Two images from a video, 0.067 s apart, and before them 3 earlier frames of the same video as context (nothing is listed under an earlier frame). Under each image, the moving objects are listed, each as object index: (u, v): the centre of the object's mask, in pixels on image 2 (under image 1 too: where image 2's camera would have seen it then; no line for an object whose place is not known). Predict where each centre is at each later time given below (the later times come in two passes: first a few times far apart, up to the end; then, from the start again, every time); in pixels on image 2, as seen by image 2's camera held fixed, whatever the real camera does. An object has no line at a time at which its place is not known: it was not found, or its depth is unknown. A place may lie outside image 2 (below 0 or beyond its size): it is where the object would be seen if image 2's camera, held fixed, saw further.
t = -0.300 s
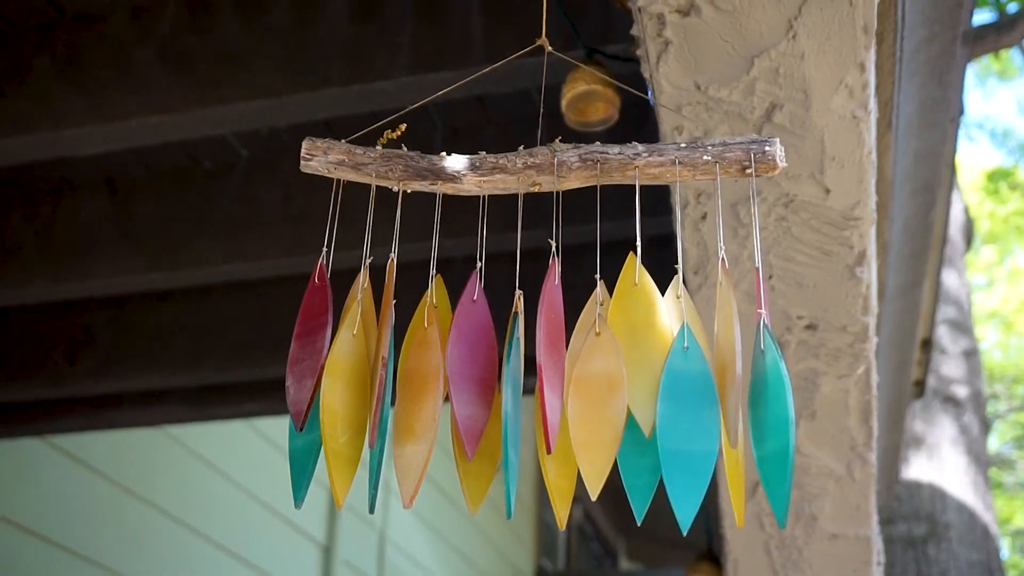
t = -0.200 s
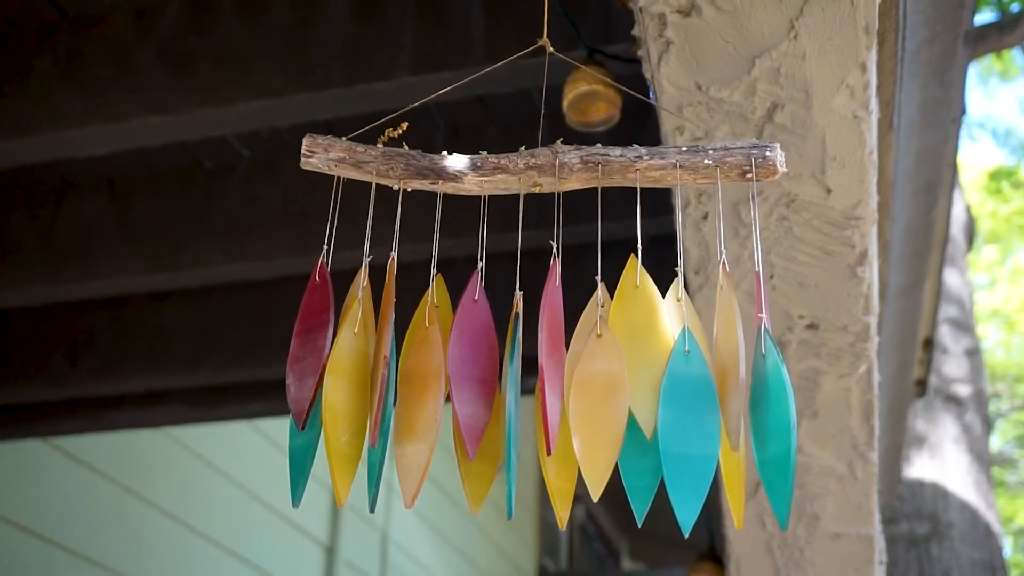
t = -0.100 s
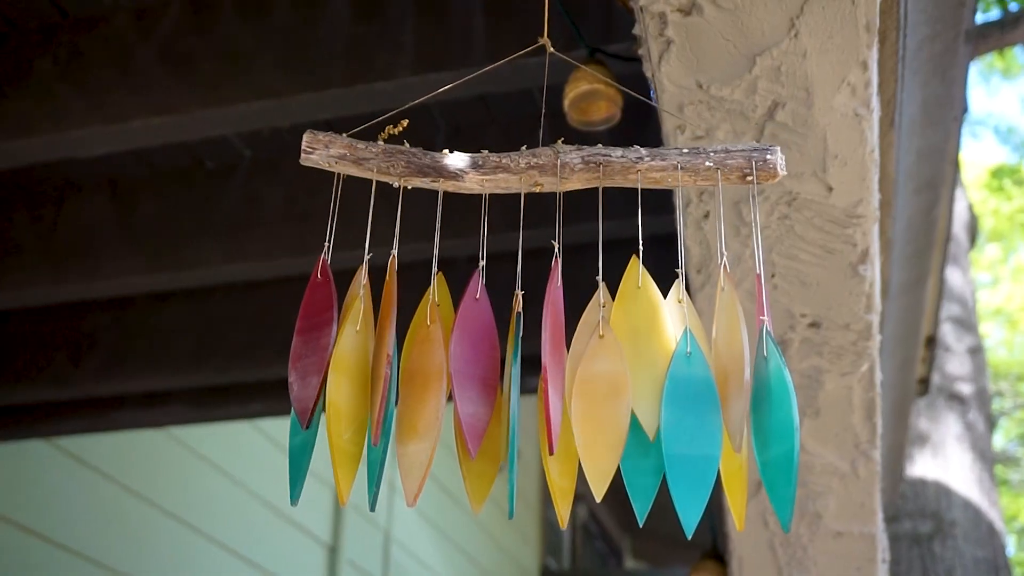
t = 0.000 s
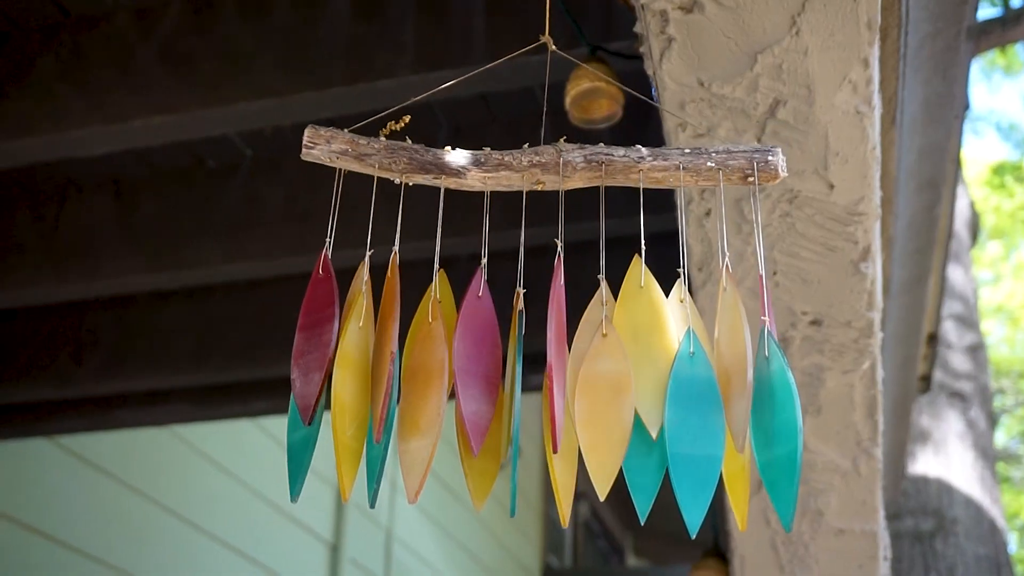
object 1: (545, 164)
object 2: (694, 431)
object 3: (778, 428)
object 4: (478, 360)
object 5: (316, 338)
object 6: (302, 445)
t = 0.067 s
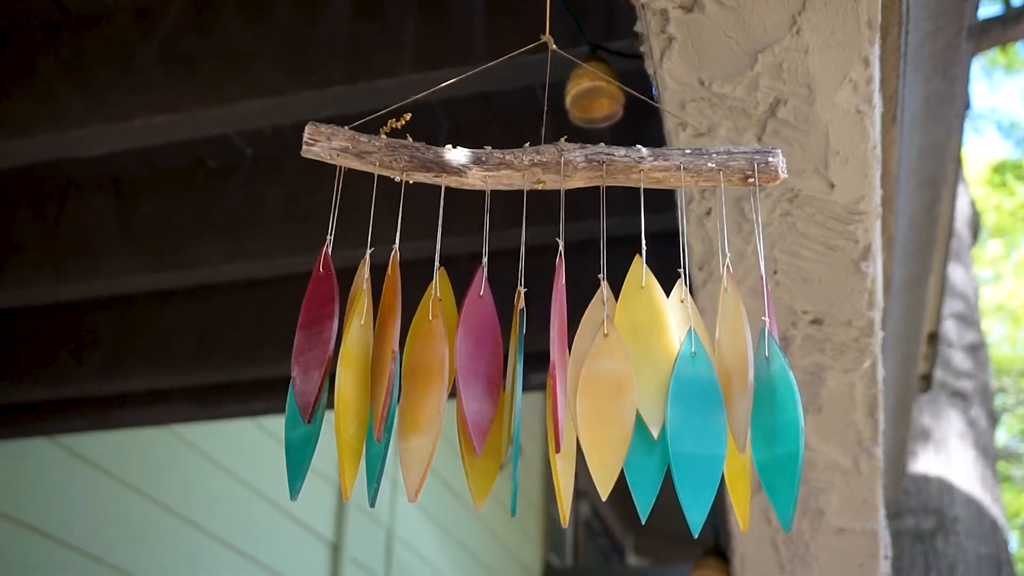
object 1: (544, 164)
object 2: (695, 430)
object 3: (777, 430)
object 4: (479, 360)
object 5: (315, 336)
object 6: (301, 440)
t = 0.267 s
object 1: (541, 162)
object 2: (697, 431)
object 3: (776, 430)
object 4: (481, 357)
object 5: (313, 328)
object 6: (304, 425)
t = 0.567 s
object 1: (534, 161)
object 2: (691, 438)
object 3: (772, 443)
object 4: (479, 353)
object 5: (316, 317)
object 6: (304, 420)
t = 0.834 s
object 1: (530, 162)
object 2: (689, 448)
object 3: (766, 462)
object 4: (483, 354)
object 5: (319, 308)
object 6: (299, 416)
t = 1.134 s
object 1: (526, 158)
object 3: (753, 461)
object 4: (492, 349)
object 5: (331, 297)
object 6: (312, 398)
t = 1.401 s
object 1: (523, 155)
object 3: (744, 476)
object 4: (492, 346)
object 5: (340, 286)
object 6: (323, 389)
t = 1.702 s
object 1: (519, 153)
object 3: (723, 489)
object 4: (491, 350)
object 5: (347, 276)
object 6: (320, 381)
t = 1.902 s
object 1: (519, 152)
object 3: (717, 495)
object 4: (500, 345)
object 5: (359, 274)
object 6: (330, 374)
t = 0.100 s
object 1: (544, 163)
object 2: (696, 431)
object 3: (776, 430)
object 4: (479, 360)
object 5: (314, 335)
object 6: (301, 437)
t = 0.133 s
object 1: (543, 163)
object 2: (696, 431)
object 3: (776, 430)
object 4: (479, 360)
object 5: (314, 333)
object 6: (302, 434)
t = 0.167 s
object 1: (543, 163)
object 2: (697, 431)
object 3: (776, 429)
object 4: (480, 359)
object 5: (314, 332)
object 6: (302, 431)
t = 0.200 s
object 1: (542, 163)
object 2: (697, 431)
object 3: (776, 429)
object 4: (481, 358)
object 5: (313, 330)
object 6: (303, 428)
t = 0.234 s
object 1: (542, 163)
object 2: (697, 431)
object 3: (776, 429)
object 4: (481, 358)
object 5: (313, 329)
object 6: (304, 427)
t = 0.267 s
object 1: (541, 162)
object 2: (697, 431)
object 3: (776, 430)
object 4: (481, 357)
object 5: (313, 328)
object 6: (304, 425)
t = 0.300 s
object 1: (540, 162)
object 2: (697, 430)
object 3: (775, 430)
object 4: (482, 356)
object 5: (313, 326)
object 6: (305, 423)
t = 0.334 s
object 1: (540, 162)
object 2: (696, 432)
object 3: (775, 431)
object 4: (482, 356)
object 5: (313, 325)
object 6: (305, 422)
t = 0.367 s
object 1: (539, 161)
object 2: (696, 432)
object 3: (775, 432)
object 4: (481, 355)
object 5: (314, 324)
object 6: (306, 422)
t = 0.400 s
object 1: (538, 161)
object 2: (695, 432)
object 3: (775, 433)
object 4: (481, 354)
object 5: (314, 323)
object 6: (306, 421)
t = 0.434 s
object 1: (538, 161)
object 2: (695, 434)
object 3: (775, 435)
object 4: (481, 354)
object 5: (315, 322)
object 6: (306, 421)
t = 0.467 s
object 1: (537, 161)
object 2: (694, 434)
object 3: (775, 436)
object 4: (481, 353)
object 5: (316, 320)
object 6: (307, 421)
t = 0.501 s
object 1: (536, 161)
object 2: (693, 435)
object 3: (774, 438)
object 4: (480, 353)
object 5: (316, 319)
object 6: (306, 420)
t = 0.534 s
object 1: (536, 161)
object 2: (692, 436)
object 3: (773, 440)
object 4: (479, 353)
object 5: (316, 318)
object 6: (305, 420)
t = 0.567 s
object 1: (534, 161)
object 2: (691, 438)
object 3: (772, 443)
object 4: (479, 353)
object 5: (316, 317)
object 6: (304, 420)
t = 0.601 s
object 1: (534, 161)
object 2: (691, 440)
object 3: (772, 446)
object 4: (479, 353)
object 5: (317, 316)
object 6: (302, 420)
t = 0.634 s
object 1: (533, 161)
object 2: (690, 441)
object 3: (771, 450)
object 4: (478, 354)
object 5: (317, 315)
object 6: (301, 420)
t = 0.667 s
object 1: (533, 161)
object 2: (690, 442)
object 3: (771, 453)
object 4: (479, 354)
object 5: (317, 313)
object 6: (301, 419)
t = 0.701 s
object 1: (532, 161)
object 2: (689, 444)
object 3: (769, 455)
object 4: (479, 354)
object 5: (318, 312)
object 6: (300, 419)
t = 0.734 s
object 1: (531, 161)
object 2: (688, 446)
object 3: (768, 458)
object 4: (480, 354)
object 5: (318, 311)
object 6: (299, 419)
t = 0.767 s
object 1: (531, 161)
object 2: (688, 447)
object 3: (768, 460)
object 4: (481, 354)
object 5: (318, 310)
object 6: (299, 418)
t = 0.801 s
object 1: (530, 161)
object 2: (688, 447)
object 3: (766, 460)
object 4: (482, 354)
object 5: (319, 309)
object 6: (299, 417)
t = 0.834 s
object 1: (530, 162)
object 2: (689, 448)
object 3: (766, 462)
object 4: (483, 354)
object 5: (319, 308)
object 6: (299, 416)
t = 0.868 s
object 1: (529, 161)
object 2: (689, 448)
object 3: (765, 460)
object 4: (484, 354)
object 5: (320, 307)
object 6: (300, 414)
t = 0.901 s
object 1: (529, 161)
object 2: (689, 449)
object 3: (764, 463)
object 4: (486, 353)
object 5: (322, 306)
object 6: (301, 413)
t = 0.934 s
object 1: (529, 161)
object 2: (689, 449)
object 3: (762, 461)
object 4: (487, 353)
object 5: (323, 305)
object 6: (303, 410)
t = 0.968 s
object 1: (529, 161)
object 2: (689, 451)
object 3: (760, 462)
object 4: (488, 352)
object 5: (324, 304)
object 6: (304, 409)
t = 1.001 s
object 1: (528, 160)
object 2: (689, 452)
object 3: (759, 462)
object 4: (489, 352)
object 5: (326, 303)
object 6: (305, 407)
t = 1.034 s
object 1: (528, 160)
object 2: (688, 452)
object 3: (757, 460)
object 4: (490, 351)
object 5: (327, 301)
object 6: (307, 404)
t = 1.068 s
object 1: (527, 159)
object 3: (755, 461)
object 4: (490, 350)
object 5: (328, 300)
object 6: (308, 402)
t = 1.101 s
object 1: (527, 159)
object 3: (754, 461)
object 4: (491, 350)
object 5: (329, 298)
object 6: (310, 400)
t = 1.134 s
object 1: (526, 158)
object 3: (753, 461)
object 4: (492, 349)
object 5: (331, 297)
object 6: (312, 398)
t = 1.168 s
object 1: (526, 158)
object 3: (752, 463)
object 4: (492, 349)
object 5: (332, 296)
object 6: (314, 397)
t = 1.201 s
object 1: (526, 157)
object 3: (752, 464)
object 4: (493, 348)
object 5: (334, 295)
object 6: (316, 395)
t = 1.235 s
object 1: (526, 157)
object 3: (751, 467)
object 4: (494, 347)
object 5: (335, 293)
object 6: (318, 393)
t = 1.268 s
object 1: (525, 157)
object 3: (751, 469)
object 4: (494, 347)
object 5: (337, 292)
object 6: (320, 391)
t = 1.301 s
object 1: (525, 156)
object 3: (750, 471)
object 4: (494, 346)
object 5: (338, 291)
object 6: (321, 391)
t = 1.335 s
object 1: (524, 156)
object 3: (748, 473)
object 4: (493, 347)
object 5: (339, 289)
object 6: (322, 390)
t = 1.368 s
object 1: (523, 155)
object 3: (747, 475)
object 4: (493, 346)
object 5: (339, 288)
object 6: (323, 390)
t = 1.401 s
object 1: (523, 155)
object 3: (744, 476)
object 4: (492, 346)
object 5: (340, 286)
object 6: (323, 389)
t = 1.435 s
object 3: (742, 478)
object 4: (491, 347)
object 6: (322, 388)
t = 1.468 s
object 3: (740, 480)
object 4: (490, 346)
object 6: (322, 386)
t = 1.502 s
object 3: (737, 482)
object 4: (489, 346)
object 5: (342, 281)
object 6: (322, 385)
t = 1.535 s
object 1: (520, 154)
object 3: (734, 483)
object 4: (488, 348)
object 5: (342, 280)
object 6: (322, 385)
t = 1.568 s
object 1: (520, 154)
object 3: (732, 484)
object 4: (488, 348)
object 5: (343, 279)
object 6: (321, 384)
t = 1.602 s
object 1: (519, 154)
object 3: (730, 486)
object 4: (488, 348)
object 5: (344, 278)
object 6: (321, 384)
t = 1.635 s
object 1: (519, 153)
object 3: (727, 486)
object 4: (488, 349)
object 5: (344, 277)
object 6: (320, 383)
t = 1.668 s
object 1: (519, 153)
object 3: (725, 488)
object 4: (490, 348)
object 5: (346, 276)
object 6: (320, 382)
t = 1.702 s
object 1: (519, 153)
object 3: (723, 489)
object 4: (491, 350)
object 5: (347, 276)
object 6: (320, 381)
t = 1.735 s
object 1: (518, 153)
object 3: (722, 489)
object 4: (493, 348)
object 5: (348, 276)
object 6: (320, 380)
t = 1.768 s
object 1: (518, 153)
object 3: (720, 490)
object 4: (495, 347)
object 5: (350, 275)
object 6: (322, 379)
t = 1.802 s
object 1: (518, 153)
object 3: (719, 490)
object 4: (496, 346)
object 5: (352, 274)
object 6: (324, 377)
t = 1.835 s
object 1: (518, 153)
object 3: (718, 492)
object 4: (498, 346)
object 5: (354, 274)
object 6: (325, 376)
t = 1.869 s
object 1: (519, 153)
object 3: (718, 493)
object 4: (500, 346)
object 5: (357, 274)
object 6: (328, 375)
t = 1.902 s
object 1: (519, 152)
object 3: (717, 495)
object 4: (500, 345)
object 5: (359, 274)
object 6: (330, 374)
